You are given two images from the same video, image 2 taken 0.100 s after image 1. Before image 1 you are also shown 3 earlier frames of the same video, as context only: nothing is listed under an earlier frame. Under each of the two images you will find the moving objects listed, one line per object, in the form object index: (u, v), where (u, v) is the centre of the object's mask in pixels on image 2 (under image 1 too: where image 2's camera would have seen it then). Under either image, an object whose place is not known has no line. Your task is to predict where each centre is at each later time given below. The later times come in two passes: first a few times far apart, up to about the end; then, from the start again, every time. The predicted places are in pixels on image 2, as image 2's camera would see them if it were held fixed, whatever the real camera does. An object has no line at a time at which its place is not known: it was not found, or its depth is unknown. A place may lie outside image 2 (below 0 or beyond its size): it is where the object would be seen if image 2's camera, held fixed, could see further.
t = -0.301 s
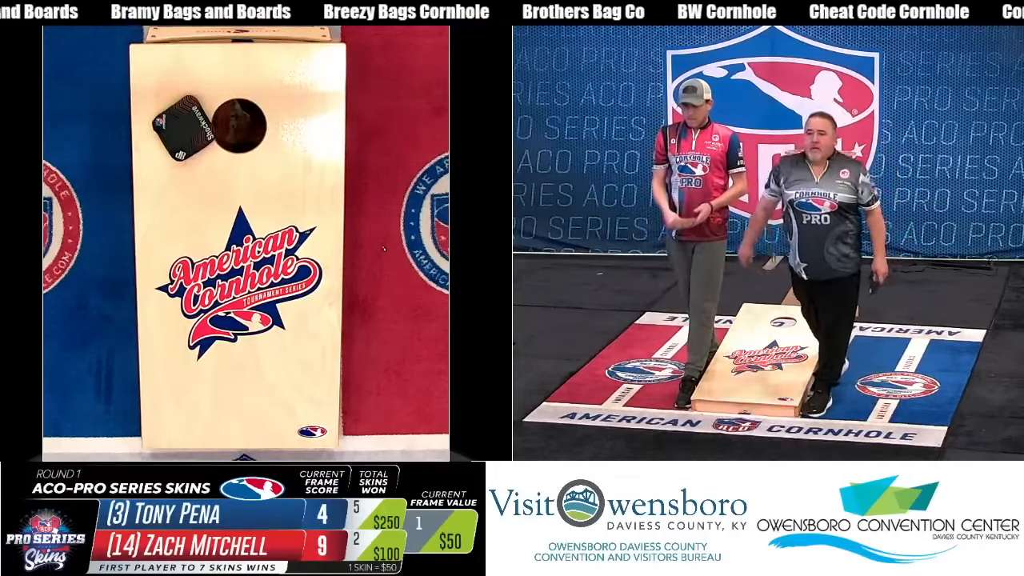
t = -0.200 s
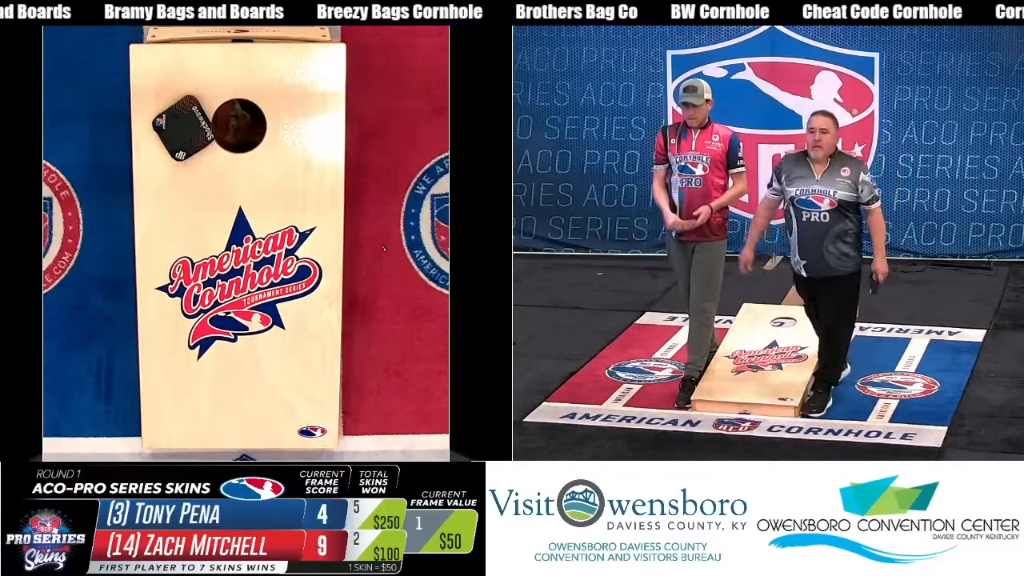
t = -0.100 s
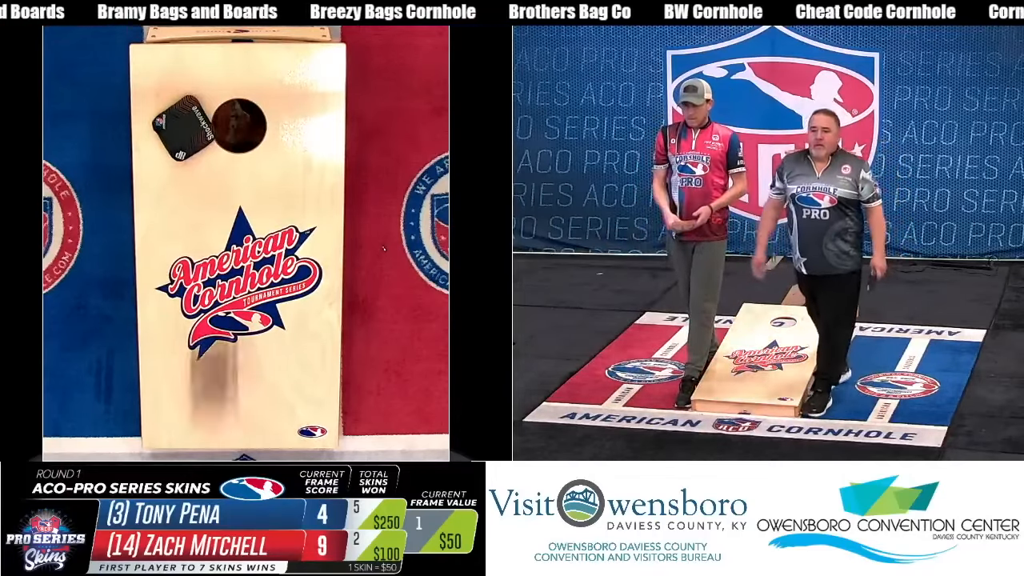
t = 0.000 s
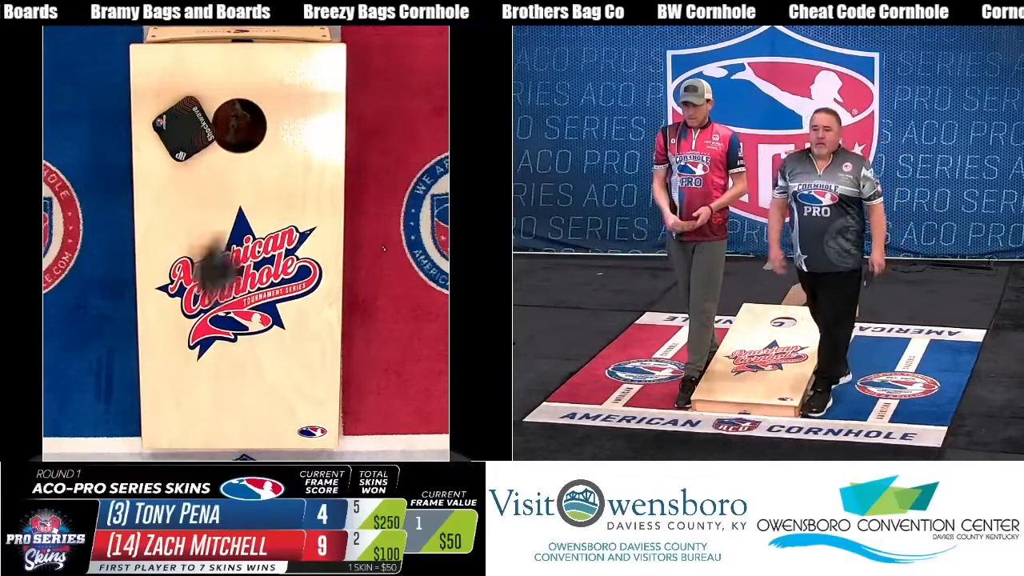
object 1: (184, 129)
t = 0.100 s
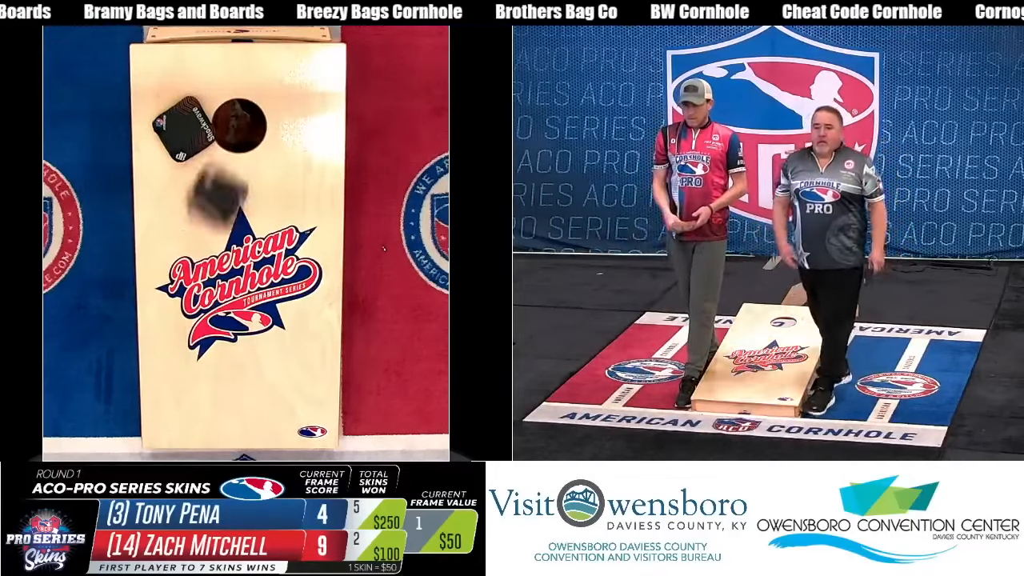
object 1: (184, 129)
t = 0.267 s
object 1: (182, 119)
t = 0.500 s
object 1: (182, 119)
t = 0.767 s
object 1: (182, 119)
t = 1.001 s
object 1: (182, 119)
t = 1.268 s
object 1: (182, 119)
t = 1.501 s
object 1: (182, 119)
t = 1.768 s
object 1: (182, 119)
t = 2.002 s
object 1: (182, 119)
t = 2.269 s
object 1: (182, 119)
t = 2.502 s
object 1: (182, 119)
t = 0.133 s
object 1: (184, 129)
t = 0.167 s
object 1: (183, 127)
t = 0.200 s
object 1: (185, 124)
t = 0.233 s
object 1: (182, 121)
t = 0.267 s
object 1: (182, 119)
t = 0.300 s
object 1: (182, 118)
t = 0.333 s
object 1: (182, 119)
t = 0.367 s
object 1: (182, 119)
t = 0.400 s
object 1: (182, 119)
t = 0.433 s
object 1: (182, 119)
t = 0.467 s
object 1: (182, 119)
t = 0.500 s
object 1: (182, 119)
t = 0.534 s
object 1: (182, 119)
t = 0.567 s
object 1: (182, 119)
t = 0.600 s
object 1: (182, 119)
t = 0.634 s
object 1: (182, 119)
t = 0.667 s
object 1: (182, 119)
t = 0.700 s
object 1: (182, 119)
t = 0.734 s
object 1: (182, 119)
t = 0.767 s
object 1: (182, 119)
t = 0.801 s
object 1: (182, 119)
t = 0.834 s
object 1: (182, 119)
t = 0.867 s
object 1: (182, 119)
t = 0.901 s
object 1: (182, 119)
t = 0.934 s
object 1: (182, 119)
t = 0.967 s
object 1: (182, 119)
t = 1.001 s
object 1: (182, 119)
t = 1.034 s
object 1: (182, 119)
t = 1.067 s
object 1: (182, 119)
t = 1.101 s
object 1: (182, 119)
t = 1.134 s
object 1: (182, 119)
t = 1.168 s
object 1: (182, 119)
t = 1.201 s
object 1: (182, 119)
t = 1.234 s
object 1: (182, 119)
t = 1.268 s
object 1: (182, 119)
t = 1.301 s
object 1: (182, 119)
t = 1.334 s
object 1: (182, 119)
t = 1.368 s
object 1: (182, 119)
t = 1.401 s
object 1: (182, 119)
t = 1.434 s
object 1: (182, 119)
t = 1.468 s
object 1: (182, 119)
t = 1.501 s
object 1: (182, 119)
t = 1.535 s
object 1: (182, 119)
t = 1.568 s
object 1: (182, 119)
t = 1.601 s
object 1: (182, 119)
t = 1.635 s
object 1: (182, 119)
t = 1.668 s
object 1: (182, 119)
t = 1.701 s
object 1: (182, 119)
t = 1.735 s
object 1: (182, 119)
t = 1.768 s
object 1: (182, 119)
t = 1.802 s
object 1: (182, 119)
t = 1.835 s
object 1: (182, 119)
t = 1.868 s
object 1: (182, 119)
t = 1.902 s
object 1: (182, 119)
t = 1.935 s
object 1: (182, 119)
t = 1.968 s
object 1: (183, 119)
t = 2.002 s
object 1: (182, 119)
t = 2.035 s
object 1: (182, 119)
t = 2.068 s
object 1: (182, 119)
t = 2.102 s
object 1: (182, 119)
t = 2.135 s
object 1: (183, 119)
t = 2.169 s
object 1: (182, 119)
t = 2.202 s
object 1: (183, 119)
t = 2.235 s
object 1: (183, 119)
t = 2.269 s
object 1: (182, 119)
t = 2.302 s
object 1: (183, 119)
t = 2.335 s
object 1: (183, 119)
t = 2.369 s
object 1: (182, 119)
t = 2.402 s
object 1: (182, 119)
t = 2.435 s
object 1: (182, 119)
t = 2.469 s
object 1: (183, 119)
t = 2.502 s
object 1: (182, 119)
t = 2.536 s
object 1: (183, 119)
